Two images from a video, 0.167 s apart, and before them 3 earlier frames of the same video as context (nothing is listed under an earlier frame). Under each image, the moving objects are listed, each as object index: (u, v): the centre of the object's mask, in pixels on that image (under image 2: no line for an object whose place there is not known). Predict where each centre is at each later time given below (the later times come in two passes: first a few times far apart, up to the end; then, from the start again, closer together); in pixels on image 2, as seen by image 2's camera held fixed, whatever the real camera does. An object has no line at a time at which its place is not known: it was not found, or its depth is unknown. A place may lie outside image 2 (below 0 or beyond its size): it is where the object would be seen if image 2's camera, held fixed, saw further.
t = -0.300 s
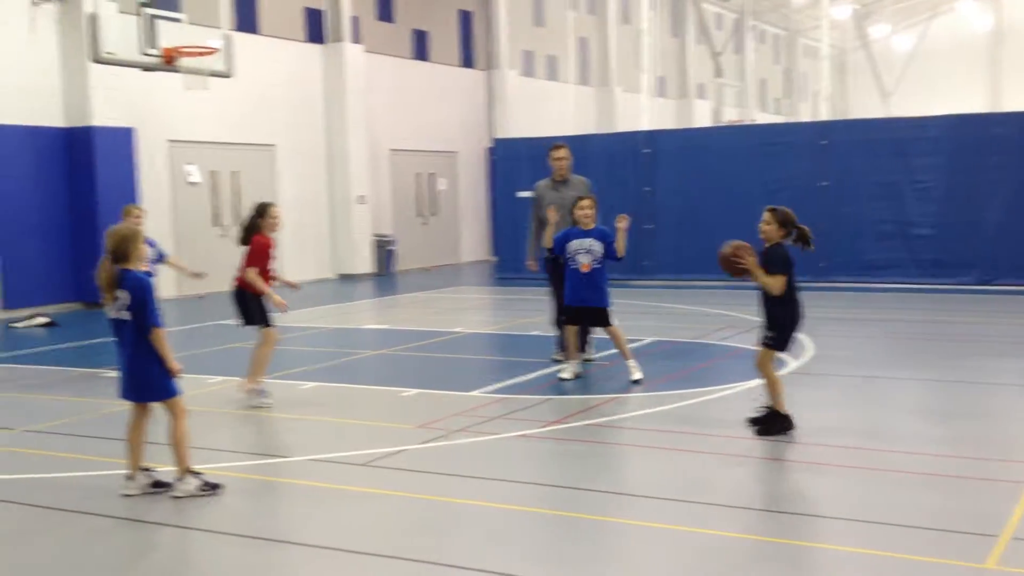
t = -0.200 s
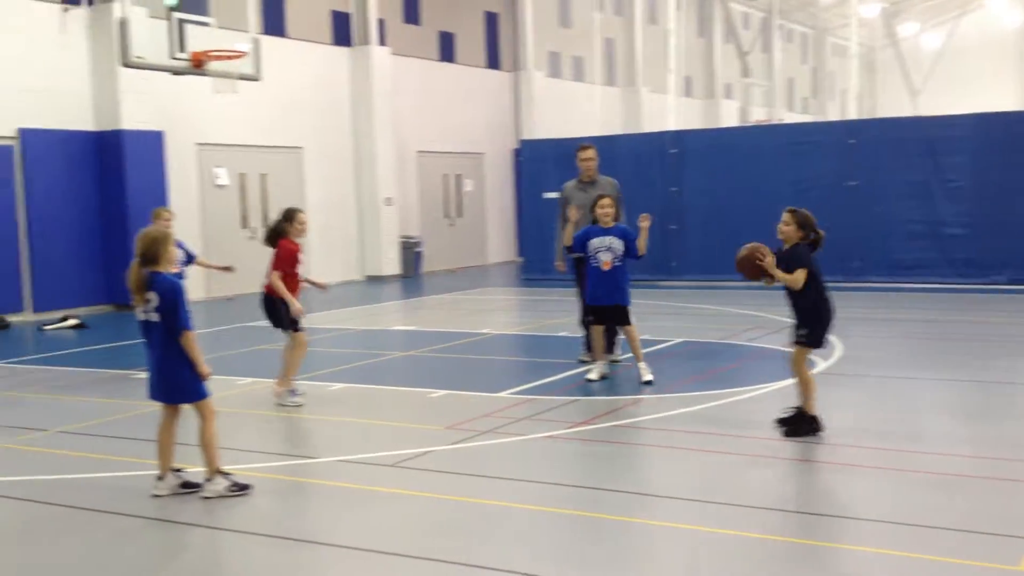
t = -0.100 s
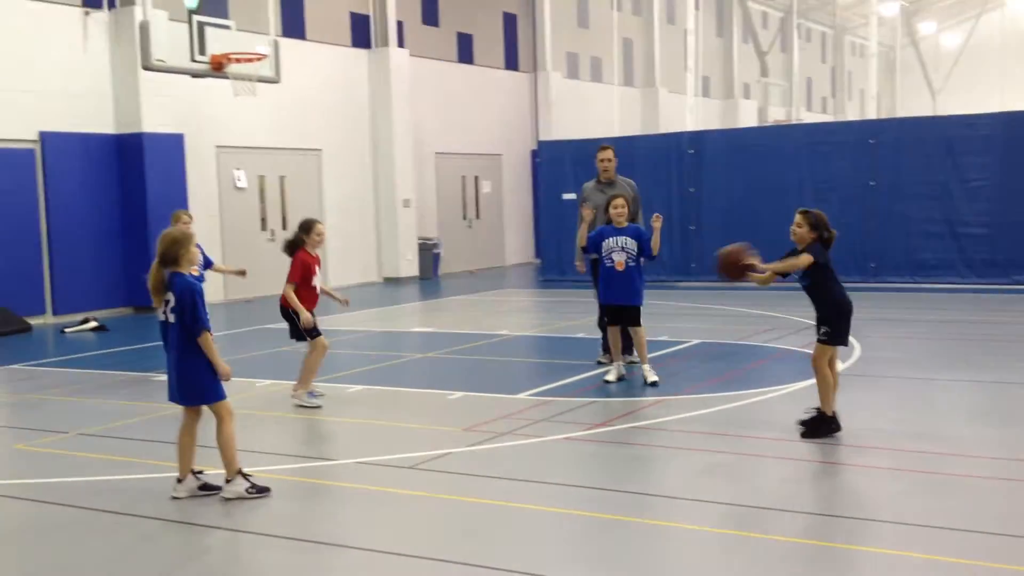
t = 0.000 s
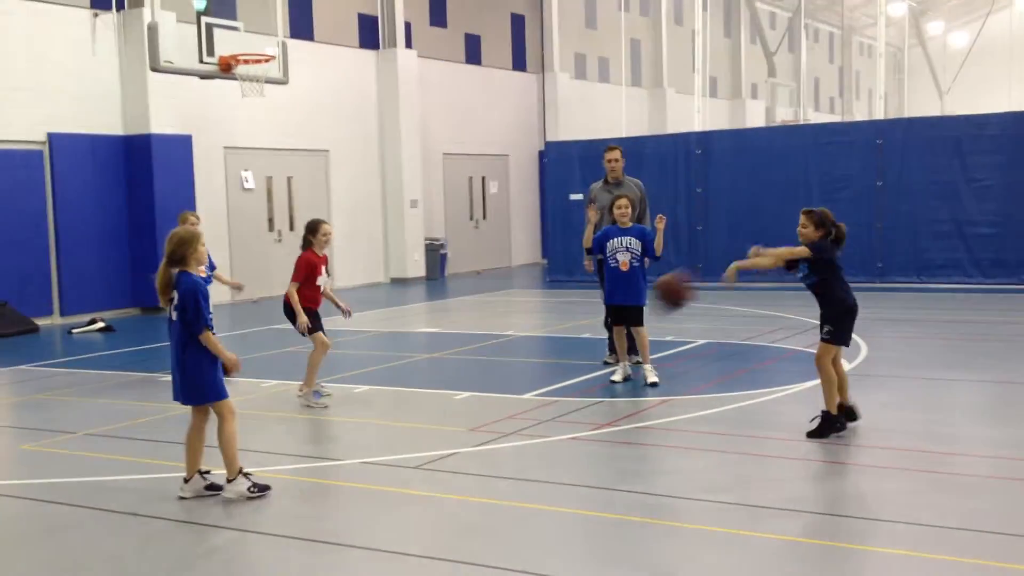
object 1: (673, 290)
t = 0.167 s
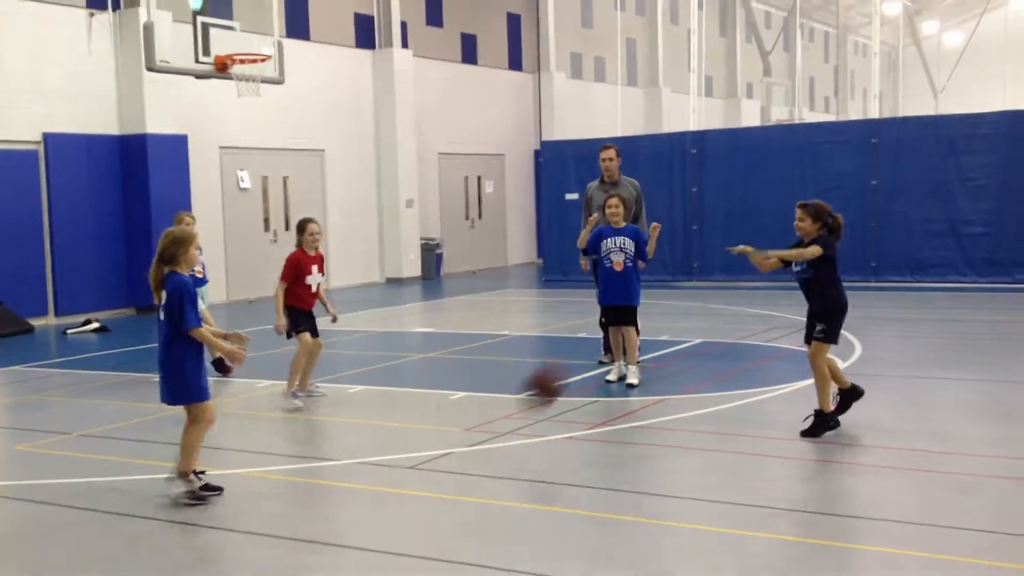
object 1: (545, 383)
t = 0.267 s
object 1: (473, 431)
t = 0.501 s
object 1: (368, 338)
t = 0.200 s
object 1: (522, 410)
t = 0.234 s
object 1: (497, 432)
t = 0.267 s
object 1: (473, 431)
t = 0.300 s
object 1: (460, 414)
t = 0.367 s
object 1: (430, 382)
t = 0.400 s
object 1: (415, 370)
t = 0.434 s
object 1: (400, 357)
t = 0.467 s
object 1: (384, 347)
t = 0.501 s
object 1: (368, 338)
